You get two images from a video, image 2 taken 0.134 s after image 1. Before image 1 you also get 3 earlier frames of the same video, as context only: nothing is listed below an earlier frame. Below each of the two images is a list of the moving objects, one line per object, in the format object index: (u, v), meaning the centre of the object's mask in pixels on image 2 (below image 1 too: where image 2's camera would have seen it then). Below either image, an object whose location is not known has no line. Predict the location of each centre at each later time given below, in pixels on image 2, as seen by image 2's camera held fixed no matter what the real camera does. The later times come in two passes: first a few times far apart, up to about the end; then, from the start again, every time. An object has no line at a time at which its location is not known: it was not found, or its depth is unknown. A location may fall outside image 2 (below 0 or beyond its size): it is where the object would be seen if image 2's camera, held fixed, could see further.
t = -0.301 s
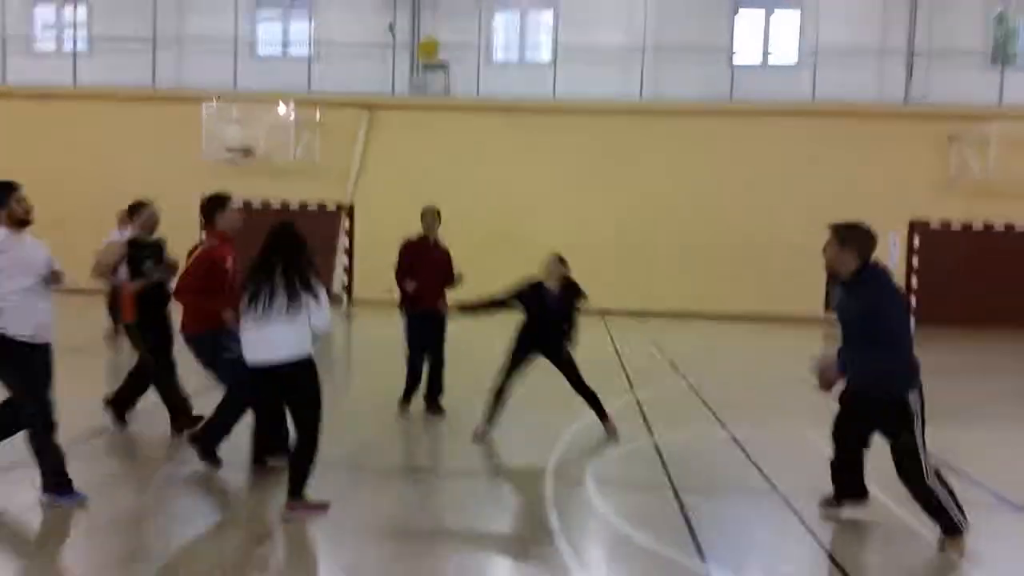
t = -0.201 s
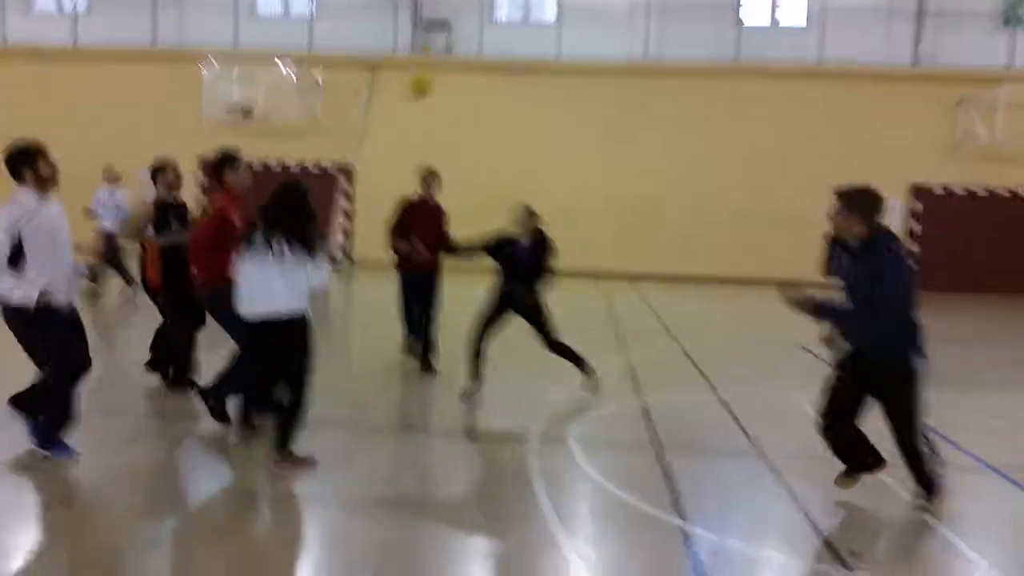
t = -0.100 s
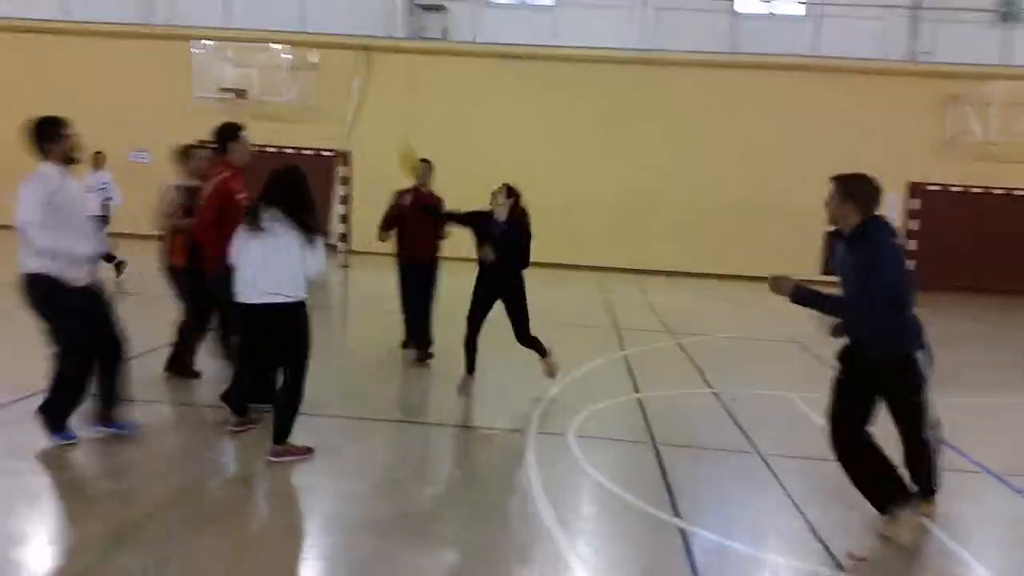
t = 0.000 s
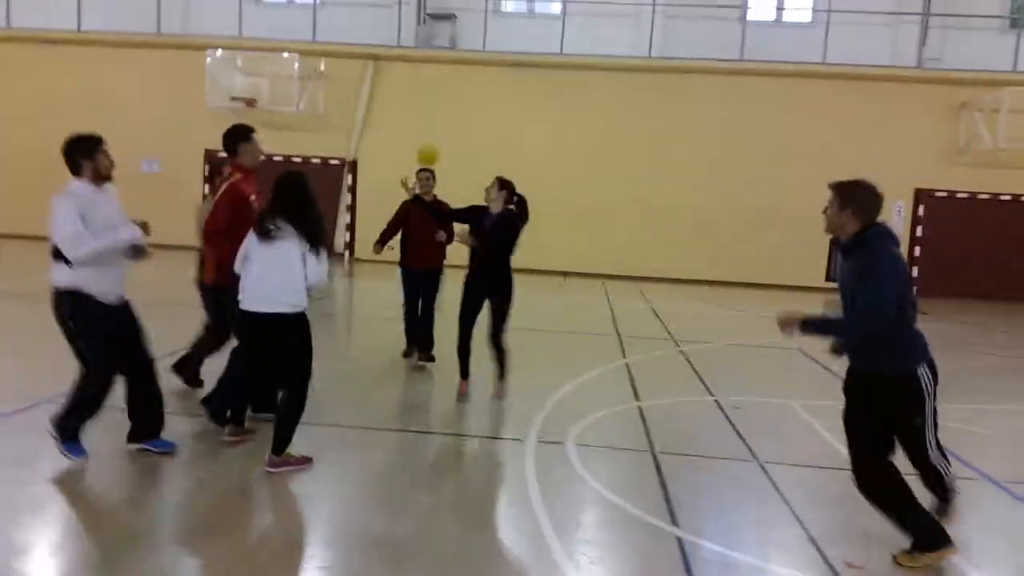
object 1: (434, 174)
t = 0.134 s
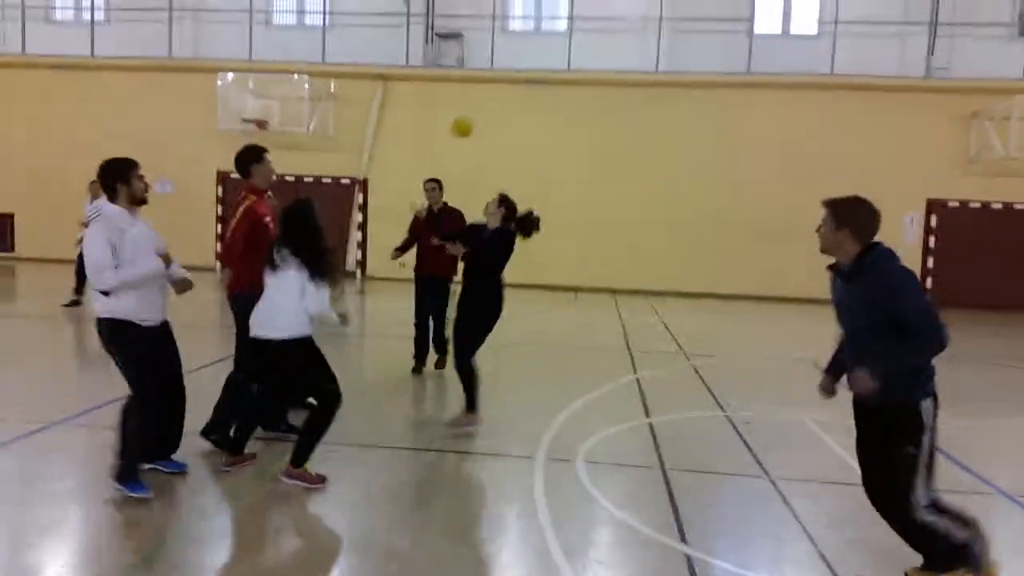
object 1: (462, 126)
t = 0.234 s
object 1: (481, 107)
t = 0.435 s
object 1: (516, 107)
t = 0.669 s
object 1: (553, 171)
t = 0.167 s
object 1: (468, 119)
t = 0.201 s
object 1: (474, 113)
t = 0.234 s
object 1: (481, 107)
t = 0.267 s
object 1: (487, 103)
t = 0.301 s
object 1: (492, 102)
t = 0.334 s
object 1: (497, 101)
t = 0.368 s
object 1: (503, 101)
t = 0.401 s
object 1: (510, 103)
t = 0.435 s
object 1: (516, 107)
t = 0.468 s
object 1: (521, 112)
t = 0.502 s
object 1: (527, 118)
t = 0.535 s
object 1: (532, 126)
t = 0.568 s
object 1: (537, 135)
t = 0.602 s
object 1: (542, 144)
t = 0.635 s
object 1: (547, 156)
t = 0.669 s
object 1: (553, 171)
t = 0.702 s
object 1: (559, 186)
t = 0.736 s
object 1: (563, 200)
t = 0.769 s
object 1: (565, 218)
